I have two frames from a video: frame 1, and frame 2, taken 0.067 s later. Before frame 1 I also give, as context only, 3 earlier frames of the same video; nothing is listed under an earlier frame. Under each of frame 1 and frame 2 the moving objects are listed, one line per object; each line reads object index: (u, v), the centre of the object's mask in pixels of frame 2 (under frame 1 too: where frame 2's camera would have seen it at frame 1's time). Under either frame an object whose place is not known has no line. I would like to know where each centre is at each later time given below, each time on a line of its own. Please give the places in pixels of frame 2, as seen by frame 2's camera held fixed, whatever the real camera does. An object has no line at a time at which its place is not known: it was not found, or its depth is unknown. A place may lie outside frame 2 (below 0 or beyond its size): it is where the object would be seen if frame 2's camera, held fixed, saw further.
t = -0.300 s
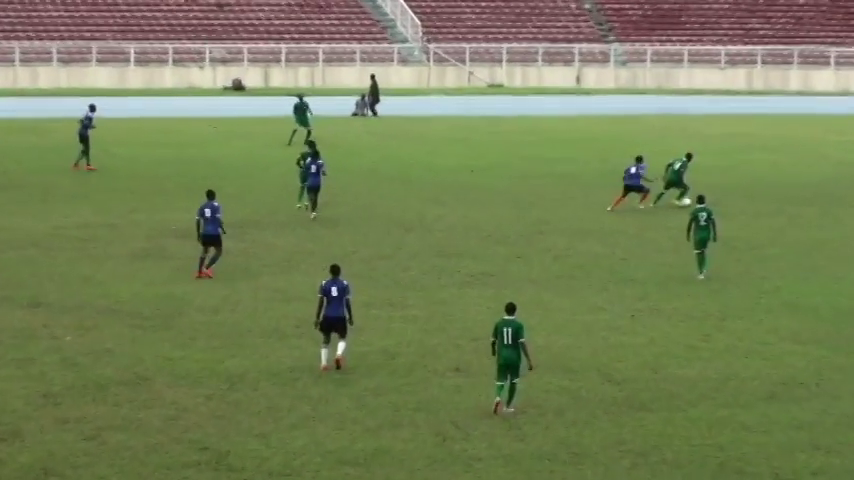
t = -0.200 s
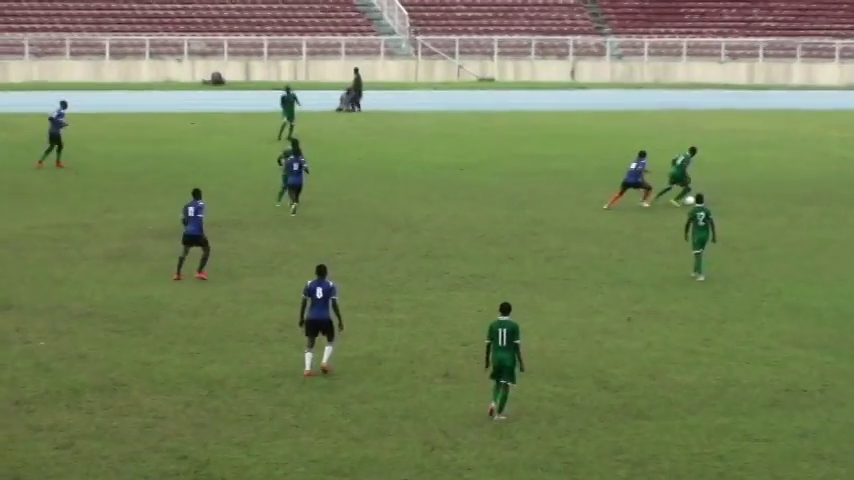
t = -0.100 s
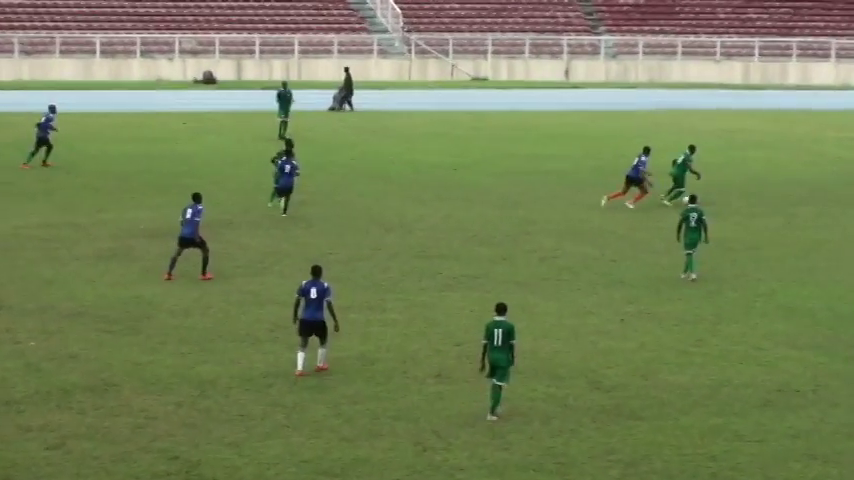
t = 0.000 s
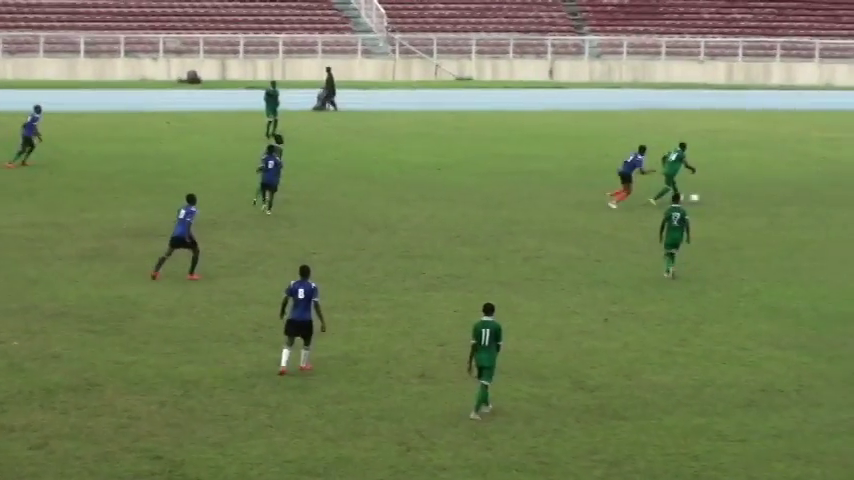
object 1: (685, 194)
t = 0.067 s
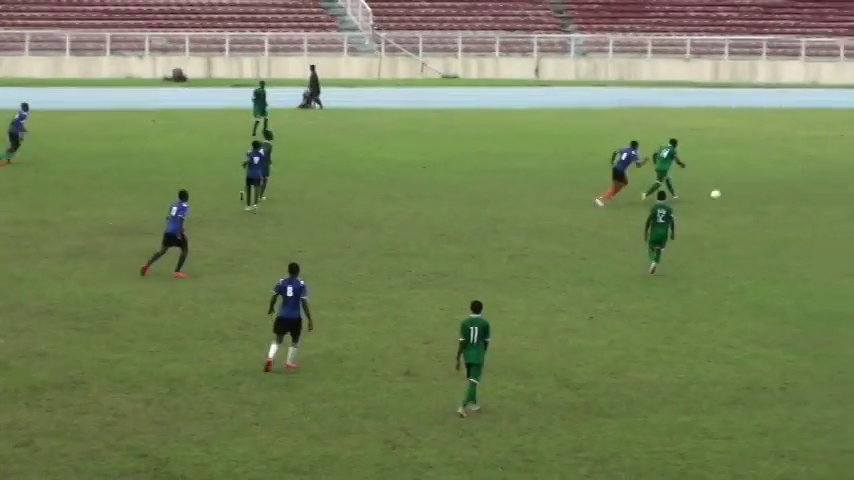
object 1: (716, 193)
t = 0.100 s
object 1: (734, 193)
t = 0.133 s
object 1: (753, 191)
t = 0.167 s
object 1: (766, 193)
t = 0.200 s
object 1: (781, 196)
